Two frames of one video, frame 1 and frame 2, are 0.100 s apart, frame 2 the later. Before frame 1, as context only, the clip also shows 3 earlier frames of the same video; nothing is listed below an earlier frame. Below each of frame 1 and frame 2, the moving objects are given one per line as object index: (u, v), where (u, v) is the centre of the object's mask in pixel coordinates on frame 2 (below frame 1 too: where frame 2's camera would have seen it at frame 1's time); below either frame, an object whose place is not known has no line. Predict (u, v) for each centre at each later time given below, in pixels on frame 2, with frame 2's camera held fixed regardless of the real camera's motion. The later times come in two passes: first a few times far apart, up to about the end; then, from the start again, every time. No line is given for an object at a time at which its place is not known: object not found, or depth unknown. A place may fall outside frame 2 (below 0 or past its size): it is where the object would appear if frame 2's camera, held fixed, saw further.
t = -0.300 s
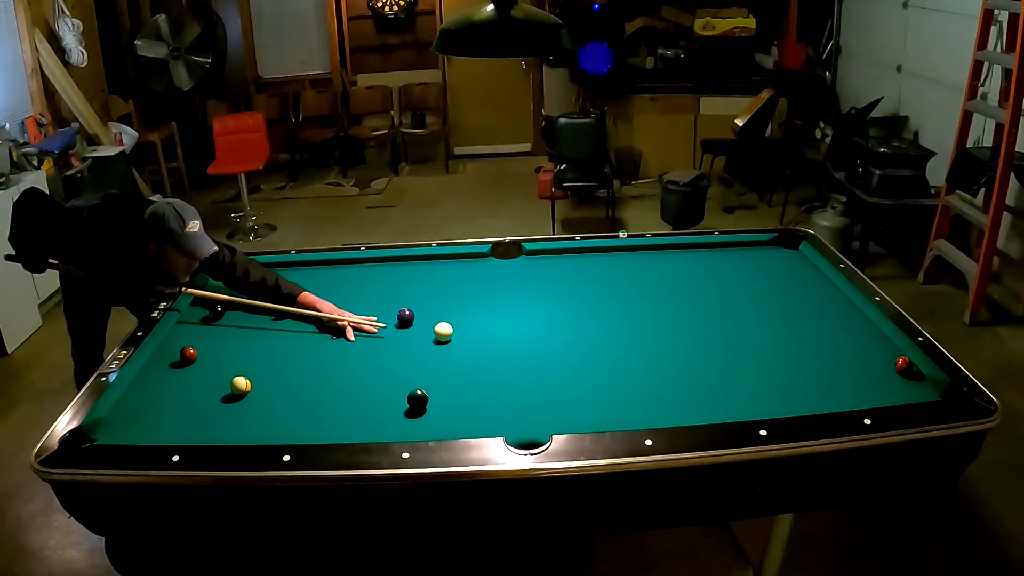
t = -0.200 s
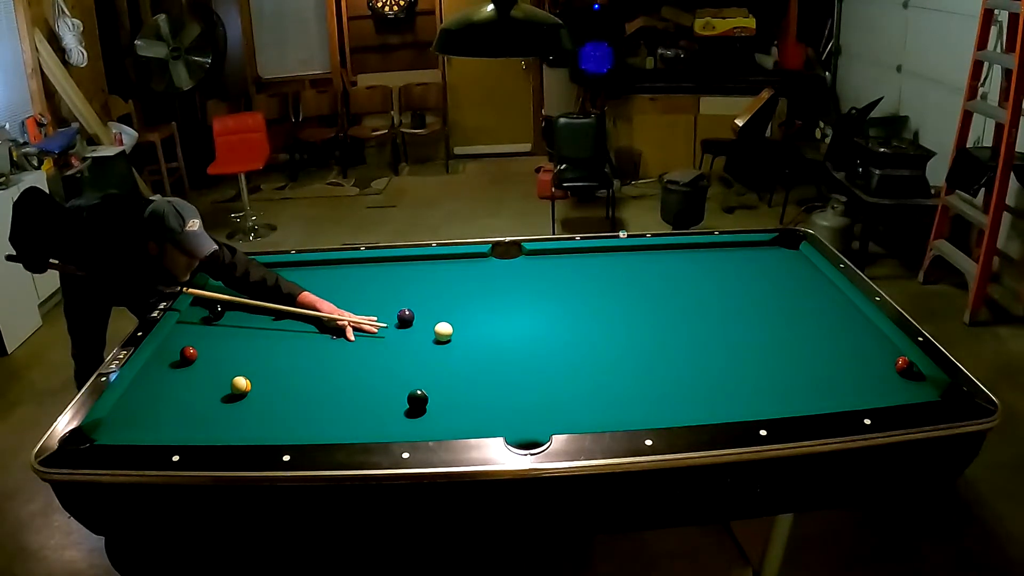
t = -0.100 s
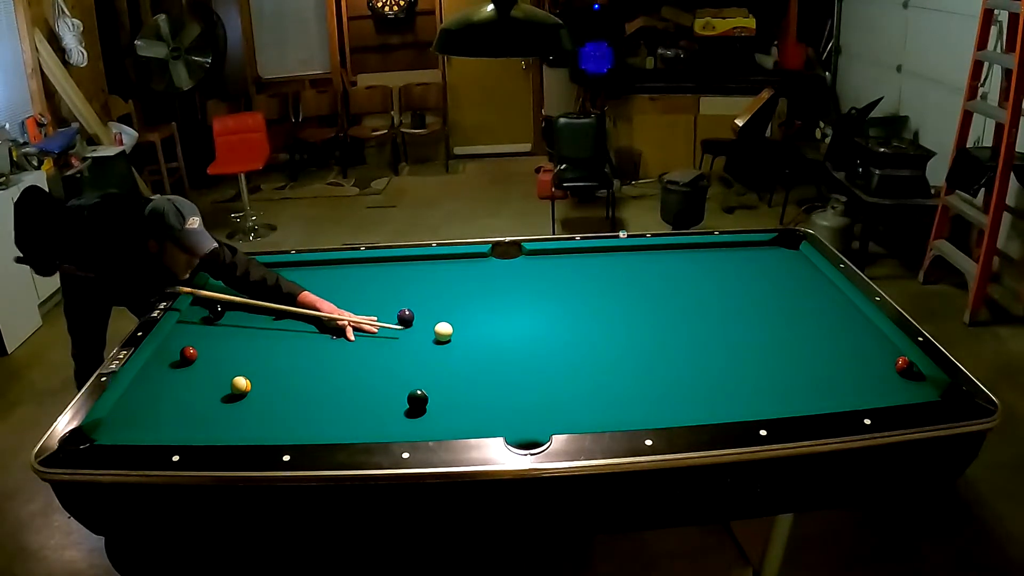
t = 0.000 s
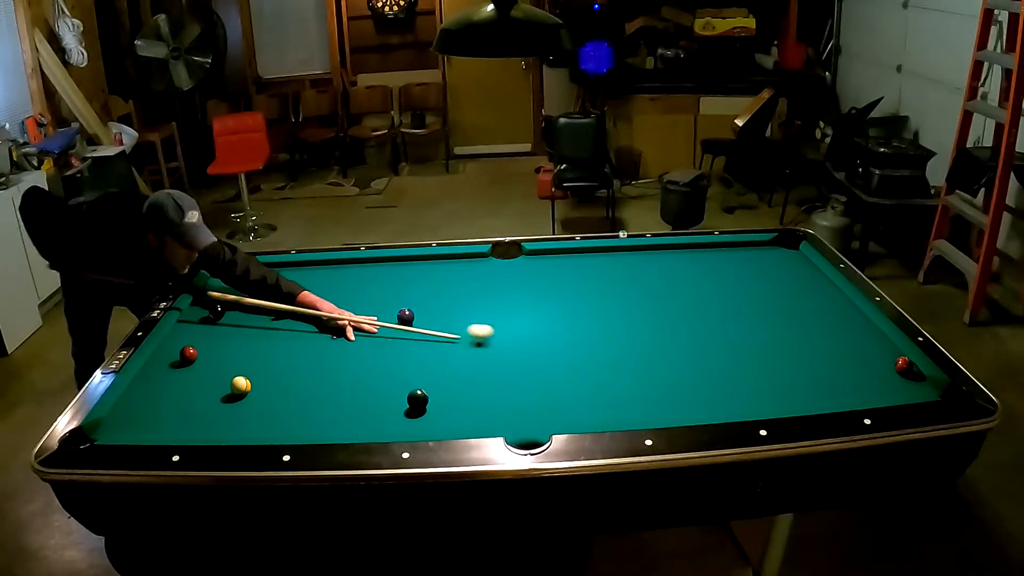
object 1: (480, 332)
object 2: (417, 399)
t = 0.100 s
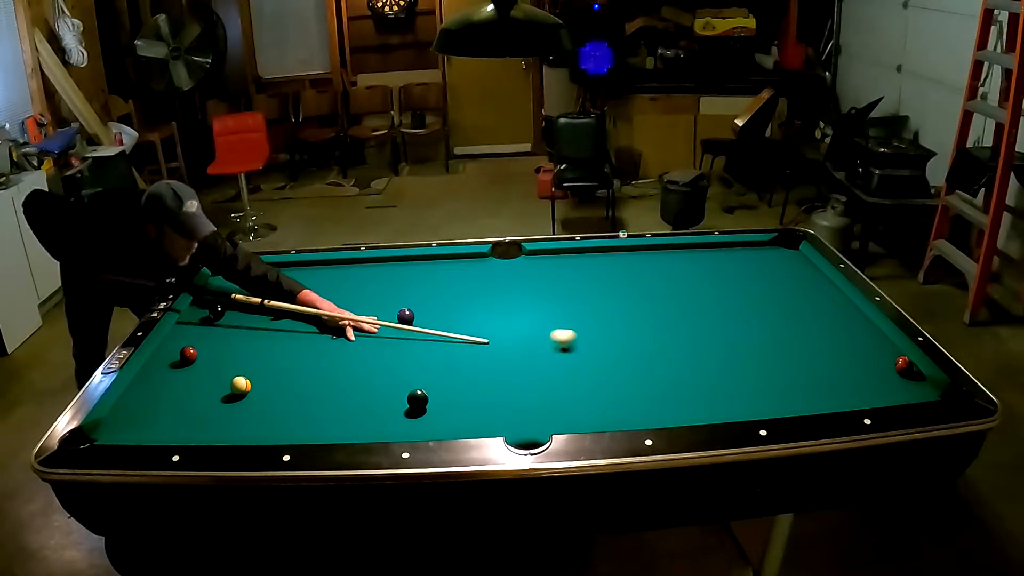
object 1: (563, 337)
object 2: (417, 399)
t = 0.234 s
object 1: (663, 343)
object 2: (417, 399)
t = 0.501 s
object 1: (818, 352)
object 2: (417, 399)
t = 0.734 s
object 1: (874, 360)
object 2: (417, 399)
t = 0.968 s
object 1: (816, 375)
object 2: (417, 399)
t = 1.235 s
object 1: (747, 392)
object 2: (417, 399)
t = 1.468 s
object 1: (682, 406)
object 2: (417, 399)
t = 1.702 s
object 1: (616, 410)
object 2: (417, 399)
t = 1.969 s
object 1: (547, 411)
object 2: (417, 399)
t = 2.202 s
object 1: (490, 408)
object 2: (417, 399)
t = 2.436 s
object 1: (436, 407)
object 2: (416, 399)
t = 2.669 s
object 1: (411, 415)
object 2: (397, 391)
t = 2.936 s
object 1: (384, 422)
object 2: (378, 384)
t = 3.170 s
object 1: (365, 424)
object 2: (363, 378)
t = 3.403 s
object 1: (353, 423)
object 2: (351, 373)
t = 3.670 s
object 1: (342, 422)
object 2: (338, 369)
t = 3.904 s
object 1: (335, 421)
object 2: (330, 366)
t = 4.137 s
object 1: (331, 419)
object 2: (323, 364)
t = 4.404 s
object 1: (329, 418)
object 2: (318, 362)
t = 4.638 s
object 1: (330, 418)
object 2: (315, 360)
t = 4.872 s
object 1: (330, 418)
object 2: (315, 359)
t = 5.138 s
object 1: (330, 418)
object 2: (315, 359)
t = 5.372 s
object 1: (330, 418)
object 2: (315, 360)
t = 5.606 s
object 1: (330, 418)
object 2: (315, 360)
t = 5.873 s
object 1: (330, 418)
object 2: (315, 360)
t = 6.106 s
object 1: (330, 418)
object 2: (315, 360)
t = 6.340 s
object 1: (330, 417)
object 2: (315, 360)
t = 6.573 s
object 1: (330, 418)
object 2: (315, 360)
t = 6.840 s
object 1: (330, 417)
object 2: (315, 360)
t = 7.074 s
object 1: (330, 417)
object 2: (315, 360)
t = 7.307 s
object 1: (330, 417)
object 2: (315, 360)
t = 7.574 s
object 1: (330, 417)
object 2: (315, 360)
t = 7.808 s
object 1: (330, 417)
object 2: (315, 360)
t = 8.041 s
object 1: (330, 418)
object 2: (315, 360)
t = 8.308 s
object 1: (330, 418)
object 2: (315, 360)
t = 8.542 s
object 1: (330, 418)
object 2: (315, 360)
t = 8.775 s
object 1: (330, 417)
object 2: (315, 360)
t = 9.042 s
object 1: (330, 417)
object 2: (315, 360)
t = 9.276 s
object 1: (330, 417)
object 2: (315, 360)
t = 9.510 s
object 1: (330, 417)
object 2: (315, 360)
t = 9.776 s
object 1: (330, 417)
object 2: (315, 359)
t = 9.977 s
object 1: (330, 417)
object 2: (315, 359)
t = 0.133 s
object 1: (589, 339)
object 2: (417, 399)
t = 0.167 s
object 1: (615, 341)
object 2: (417, 399)
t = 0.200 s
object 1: (639, 342)
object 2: (417, 399)
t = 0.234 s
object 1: (663, 343)
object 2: (417, 399)
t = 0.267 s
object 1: (685, 345)
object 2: (417, 399)
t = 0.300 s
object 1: (707, 346)
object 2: (417, 399)
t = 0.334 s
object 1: (728, 347)
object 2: (417, 399)
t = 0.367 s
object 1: (747, 348)
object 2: (417, 399)
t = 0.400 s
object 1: (765, 349)
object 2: (417, 399)
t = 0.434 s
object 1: (783, 350)
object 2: (417, 399)
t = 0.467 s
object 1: (801, 351)
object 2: (417, 399)
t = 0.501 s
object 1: (818, 352)
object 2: (417, 399)
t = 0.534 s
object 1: (836, 353)
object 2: (417, 399)
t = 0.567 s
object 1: (853, 354)
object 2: (417, 399)
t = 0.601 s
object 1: (870, 354)
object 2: (417, 399)
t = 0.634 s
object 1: (887, 356)
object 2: (417, 399)
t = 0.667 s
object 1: (893, 355)
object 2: (417, 399)
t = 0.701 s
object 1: (884, 358)
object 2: (417, 399)
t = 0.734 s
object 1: (874, 360)
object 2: (417, 399)
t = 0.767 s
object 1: (865, 362)
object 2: (417, 399)
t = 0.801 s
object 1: (857, 364)
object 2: (417, 399)
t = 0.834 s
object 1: (849, 366)
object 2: (417, 399)
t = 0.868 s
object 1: (841, 368)
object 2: (417, 399)
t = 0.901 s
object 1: (833, 370)
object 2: (417, 399)
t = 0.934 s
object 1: (825, 373)
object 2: (417, 399)
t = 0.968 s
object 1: (816, 375)
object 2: (417, 399)
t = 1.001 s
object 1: (808, 377)
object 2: (417, 399)
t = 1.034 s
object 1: (800, 379)
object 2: (417, 399)
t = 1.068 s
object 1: (791, 381)
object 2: (417, 399)
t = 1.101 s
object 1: (782, 383)
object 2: (417, 399)
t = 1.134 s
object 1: (773, 385)
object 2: (417, 399)
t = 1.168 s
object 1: (765, 388)
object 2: (417, 399)
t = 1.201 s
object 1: (756, 390)
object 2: (417, 399)
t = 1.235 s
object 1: (747, 392)
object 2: (417, 399)
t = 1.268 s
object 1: (738, 394)
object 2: (417, 399)
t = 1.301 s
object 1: (729, 397)
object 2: (417, 399)
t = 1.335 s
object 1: (719, 399)
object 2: (417, 399)
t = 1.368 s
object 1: (710, 401)
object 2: (417, 399)
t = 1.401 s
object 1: (701, 403)
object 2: (417, 399)
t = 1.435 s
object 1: (691, 404)
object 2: (417, 399)
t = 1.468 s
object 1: (682, 406)
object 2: (417, 399)
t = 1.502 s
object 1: (672, 407)
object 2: (417, 399)
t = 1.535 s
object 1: (662, 409)
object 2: (417, 399)
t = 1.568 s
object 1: (653, 410)
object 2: (417, 399)
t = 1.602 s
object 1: (644, 410)
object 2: (417, 399)
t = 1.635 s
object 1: (635, 410)
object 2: (417, 399)
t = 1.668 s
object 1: (625, 410)
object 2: (417, 399)
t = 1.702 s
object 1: (616, 410)
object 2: (417, 399)
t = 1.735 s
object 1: (608, 410)
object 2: (417, 399)
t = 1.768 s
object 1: (599, 410)
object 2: (417, 399)
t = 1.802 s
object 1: (590, 411)
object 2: (417, 399)
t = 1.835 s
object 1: (581, 411)
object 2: (417, 399)
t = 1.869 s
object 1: (573, 411)
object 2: (417, 399)
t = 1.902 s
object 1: (564, 411)
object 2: (417, 399)
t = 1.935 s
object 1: (556, 411)
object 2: (417, 399)
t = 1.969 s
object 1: (547, 411)
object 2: (417, 399)
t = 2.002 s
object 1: (539, 410)
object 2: (417, 399)
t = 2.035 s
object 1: (530, 410)
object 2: (417, 399)
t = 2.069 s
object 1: (522, 410)
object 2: (417, 399)
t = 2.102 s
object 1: (514, 409)
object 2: (417, 399)
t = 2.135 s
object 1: (506, 409)
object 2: (417, 399)
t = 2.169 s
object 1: (497, 409)
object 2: (417, 399)
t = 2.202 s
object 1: (490, 408)
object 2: (417, 399)
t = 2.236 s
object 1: (482, 408)
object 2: (417, 399)
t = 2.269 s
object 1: (474, 408)
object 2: (417, 399)
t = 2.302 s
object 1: (466, 407)
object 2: (417, 399)
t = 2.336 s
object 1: (458, 407)
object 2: (417, 399)
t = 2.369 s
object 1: (451, 407)
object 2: (417, 399)
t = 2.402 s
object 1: (444, 407)
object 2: (417, 399)
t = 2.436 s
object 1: (436, 407)
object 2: (416, 399)
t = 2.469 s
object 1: (432, 408)
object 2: (414, 398)
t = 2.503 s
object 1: (428, 409)
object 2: (411, 397)
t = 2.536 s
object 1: (424, 410)
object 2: (408, 395)
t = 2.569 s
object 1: (421, 411)
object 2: (406, 394)
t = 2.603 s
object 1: (417, 412)
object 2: (403, 393)
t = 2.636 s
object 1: (414, 413)
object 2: (400, 392)
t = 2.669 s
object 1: (411, 415)
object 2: (397, 391)
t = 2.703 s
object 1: (407, 415)
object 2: (394, 390)
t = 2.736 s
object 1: (403, 418)
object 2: (392, 389)
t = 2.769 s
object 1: (400, 418)
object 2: (389, 388)
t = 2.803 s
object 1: (397, 419)
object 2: (387, 387)
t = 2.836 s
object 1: (393, 420)
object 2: (385, 386)
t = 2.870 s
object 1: (390, 421)
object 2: (382, 385)
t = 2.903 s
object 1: (387, 421)
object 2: (380, 384)
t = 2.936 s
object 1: (384, 422)
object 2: (378, 384)
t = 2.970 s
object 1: (381, 423)
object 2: (375, 383)
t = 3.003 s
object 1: (377, 423)
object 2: (373, 382)
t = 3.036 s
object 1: (374, 424)
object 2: (371, 381)
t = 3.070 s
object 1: (372, 424)
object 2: (369, 380)
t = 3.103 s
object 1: (369, 424)
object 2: (367, 379)
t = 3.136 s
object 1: (367, 424)
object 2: (365, 379)
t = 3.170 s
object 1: (365, 424)
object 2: (363, 378)
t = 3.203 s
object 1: (363, 424)
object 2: (361, 377)
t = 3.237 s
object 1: (362, 423)
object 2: (359, 376)
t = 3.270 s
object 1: (360, 423)
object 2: (358, 376)
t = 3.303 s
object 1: (358, 423)
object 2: (356, 375)
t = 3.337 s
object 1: (356, 423)
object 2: (354, 374)
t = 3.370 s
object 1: (355, 423)
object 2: (352, 374)
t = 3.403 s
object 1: (353, 423)
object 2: (351, 373)
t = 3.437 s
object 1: (351, 422)
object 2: (349, 373)
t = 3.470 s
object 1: (350, 422)
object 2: (347, 372)
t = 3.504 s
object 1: (348, 422)
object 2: (346, 371)
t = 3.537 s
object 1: (347, 422)
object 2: (344, 371)
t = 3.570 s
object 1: (346, 422)
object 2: (343, 370)
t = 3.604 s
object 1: (344, 422)
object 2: (341, 370)
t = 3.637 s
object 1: (343, 422)
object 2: (340, 369)
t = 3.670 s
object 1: (342, 422)
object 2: (338, 369)
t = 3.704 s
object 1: (341, 421)
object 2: (337, 369)
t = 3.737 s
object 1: (340, 421)
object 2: (336, 368)
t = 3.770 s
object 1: (339, 421)
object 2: (334, 367)
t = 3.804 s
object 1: (338, 421)
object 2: (333, 367)
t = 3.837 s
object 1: (337, 421)
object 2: (332, 367)
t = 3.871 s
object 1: (336, 421)
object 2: (331, 366)
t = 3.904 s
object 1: (335, 421)
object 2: (330, 366)
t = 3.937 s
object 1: (334, 421)
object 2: (329, 365)
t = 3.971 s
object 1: (334, 420)
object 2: (328, 365)
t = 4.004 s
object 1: (333, 420)
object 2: (327, 365)
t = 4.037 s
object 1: (332, 420)
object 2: (326, 365)
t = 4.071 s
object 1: (332, 419)
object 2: (325, 364)
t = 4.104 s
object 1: (331, 419)
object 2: (324, 364)
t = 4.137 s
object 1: (331, 419)
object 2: (323, 364)
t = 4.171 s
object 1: (331, 419)
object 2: (322, 364)
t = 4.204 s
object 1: (330, 419)
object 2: (321, 363)
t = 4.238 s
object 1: (330, 418)
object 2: (321, 363)
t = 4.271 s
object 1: (330, 418)
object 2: (320, 363)
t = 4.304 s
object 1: (330, 418)
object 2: (319, 362)
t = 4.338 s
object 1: (329, 418)
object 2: (319, 362)
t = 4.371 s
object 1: (329, 418)
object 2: (318, 362)
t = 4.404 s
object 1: (329, 418)
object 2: (318, 362)
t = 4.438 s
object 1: (329, 418)
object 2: (317, 362)
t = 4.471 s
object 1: (329, 418)
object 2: (317, 361)
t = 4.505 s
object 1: (329, 418)
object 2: (316, 361)
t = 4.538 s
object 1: (330, 418)
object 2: (316, 361)
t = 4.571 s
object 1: (329, 418)
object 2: (316, 361)
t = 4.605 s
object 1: (330, 418)
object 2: (316, 361)
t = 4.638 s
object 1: (330, 418)
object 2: (315, 360)
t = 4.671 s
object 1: (330, 418)
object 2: (315, 360)
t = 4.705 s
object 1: (330, 418)
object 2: (315, 360)
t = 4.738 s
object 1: (330, 418)
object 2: (315, 360)
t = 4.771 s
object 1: (330, 418)
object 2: (315, 360)
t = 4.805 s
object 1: (330, 418)
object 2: (315, 360)
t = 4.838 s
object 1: (330, 418)
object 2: (315, 359)
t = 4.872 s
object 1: (330, 418)
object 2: (315, 359)
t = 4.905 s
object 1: (330, 418)
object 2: (315, 359)
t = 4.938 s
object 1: (329, 418)
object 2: (315, 359)
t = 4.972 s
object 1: (330, 418)
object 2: (315, 359)
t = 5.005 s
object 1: (330, 418)
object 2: (315, 359)
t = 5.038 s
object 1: (330, 418)
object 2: (315, 359)
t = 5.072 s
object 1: (330, 418)
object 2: (315, 359)
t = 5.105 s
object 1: (330, 418)
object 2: (315, 359)
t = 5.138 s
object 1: (330, 418)
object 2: (315, 359)
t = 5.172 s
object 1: (330, 418)
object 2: (315, 359)
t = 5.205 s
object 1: (330, 418)
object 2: (315, 360)
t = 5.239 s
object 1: (329, 418)
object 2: (315, 360)
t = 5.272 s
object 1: (329, 418)
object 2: (315, 360)
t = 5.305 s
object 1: (330, 418)
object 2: (315, 360)
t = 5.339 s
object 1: (330, 418)
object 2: (315, 360)
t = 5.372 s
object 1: (330, 418)
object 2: (315, 360)
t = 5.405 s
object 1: (330, 418)
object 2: (315, 360)
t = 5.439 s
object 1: (330, 418)
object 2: (315, 360)
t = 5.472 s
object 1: (330, 418)
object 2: (315, 360)
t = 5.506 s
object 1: (330, 418)
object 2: (315, 360)
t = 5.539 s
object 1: (330, 418)
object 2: (315, 360)
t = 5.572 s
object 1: (330, 418)
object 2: (315, 360)
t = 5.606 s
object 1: (330, 418)
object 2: (315, 360)
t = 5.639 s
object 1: (330, 418)
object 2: (315, 360)
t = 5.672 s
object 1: (330, 418)
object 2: (315, 360)
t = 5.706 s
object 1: (330, 418)
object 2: (315, 360)
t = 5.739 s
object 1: (330, 418)
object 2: (315, 360)
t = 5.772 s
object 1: (330, 418)
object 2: (315, 360)
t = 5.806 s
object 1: (330, 418)
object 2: (315, 360)
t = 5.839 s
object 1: (330, 418)
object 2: (315, 360)
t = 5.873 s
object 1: (330, 418)
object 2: (315, 360)
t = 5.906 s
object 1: (330, 418)
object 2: (315, 360)
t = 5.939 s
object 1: (330, 418)
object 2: (315, 360)
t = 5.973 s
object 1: (330, 418)
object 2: (315, 360)
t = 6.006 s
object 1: (330, 418)
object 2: (315, 360)
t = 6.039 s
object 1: (330, 418)
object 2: (315, 360)
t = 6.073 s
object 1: (330, 418)
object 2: (315, 360)
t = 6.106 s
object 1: (330, 418)
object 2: (315, 360)
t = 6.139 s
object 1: (330, 418)
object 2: (315, 360)
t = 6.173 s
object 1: (330, 418)
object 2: (315, 360)
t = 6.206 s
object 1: (330, 417)
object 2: (315, 360)
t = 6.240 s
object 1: (330, 417)
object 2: (315, 360)
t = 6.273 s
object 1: (330, 418)
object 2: (315, 360)
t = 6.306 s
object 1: (330, 418)
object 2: (315, 360)
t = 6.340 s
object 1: (330, 417)
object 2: (315, 360)
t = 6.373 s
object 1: (330, 418)
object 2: (315, 360)
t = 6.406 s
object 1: (330, 418)
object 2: (315, 360)
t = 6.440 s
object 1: (330, 418)
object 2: (315, 360)
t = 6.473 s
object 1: (330, 418)
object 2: (315, 360)
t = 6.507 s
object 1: (330, 418)
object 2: (315, 360)
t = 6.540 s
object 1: (330, 418)
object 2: (315, 360)
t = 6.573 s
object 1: (330, 418)
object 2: (315, 360)
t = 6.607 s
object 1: (330, 418)
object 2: (315, 360)
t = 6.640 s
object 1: (330, 418)
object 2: (315, 360)
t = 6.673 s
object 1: (330, 418)
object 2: (315, 360)
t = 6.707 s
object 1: (330, 418)
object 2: (315, 360)
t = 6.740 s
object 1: (330, 418)
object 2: (315, 360)
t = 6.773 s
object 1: (330, 418)
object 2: (315, 360)
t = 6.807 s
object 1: (330, 417)
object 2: (315, 360)
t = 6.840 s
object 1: (330, 417)
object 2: (315, 360)
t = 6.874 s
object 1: (330, 418)
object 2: (315, 360)
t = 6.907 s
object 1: (330, 417)
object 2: (315, 360)
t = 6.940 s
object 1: (330, 417)
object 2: (315, 360)
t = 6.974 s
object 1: (330, 417)
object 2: (315, 360)
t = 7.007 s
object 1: (330, 417)
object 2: (315, 360)
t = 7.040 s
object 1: (330, 417)
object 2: (315, 360)
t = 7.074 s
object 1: (330, 417)
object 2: (315, 360)
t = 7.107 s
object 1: (330, 417)
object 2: (315, 360)
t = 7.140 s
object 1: (330, 417)
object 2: (315, 360)
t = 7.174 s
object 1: (330, 417)
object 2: (315, 360)
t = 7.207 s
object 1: (330, 417)
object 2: (315, 360)
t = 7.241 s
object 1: (330, 417)
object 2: (315, 360)
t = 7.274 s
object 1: (330, 417)
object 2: (315, 360)
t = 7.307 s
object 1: (330, 417)
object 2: (315, 360)
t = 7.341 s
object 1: (330, 417)
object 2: (315, 360)
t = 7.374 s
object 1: (330, 417)
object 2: (315, 360)
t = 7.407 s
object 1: (330, 417)
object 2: (315, 360)
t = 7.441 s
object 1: (330, 417)
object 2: (315, 360)
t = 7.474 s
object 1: (330, 417)
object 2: (315, 360)
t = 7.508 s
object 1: (330, 417)
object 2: (315, 360)
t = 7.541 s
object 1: (330, 417)
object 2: (315, 360)
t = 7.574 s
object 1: (330, 417)
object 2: (315, 360)
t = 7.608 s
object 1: (330, 417)
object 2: (315, 360)
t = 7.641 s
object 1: (330, 418)
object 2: (315, 360)
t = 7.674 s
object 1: (330, 417)
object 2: (315, 360)
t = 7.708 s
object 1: (330, 417)
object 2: (315, 360)
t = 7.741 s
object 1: (330, 417)
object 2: (315, 360)
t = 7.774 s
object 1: (330, 418)
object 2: (315, 360)
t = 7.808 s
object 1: (330, 417)
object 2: (315, 360)
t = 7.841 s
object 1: (330, 418)
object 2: (315, 360)
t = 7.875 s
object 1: (330, 418)
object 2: (315, 360)
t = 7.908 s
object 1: (330, 418)
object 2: (315, 360)
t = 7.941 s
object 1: (330, 418)
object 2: (315, 360)
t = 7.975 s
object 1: (330, 418)
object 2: (315, 360)
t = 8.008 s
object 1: (330, 418)
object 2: (315, 360)
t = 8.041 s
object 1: (330, 418)
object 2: (315, 360)
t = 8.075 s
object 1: (330, 417)
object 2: (315, 360)
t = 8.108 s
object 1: (330, 417)
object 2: (315, 360)
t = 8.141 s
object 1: (330, 417)
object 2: (315, 360)
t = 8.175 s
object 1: (330, 417)
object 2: (315, 360)
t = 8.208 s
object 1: (330, 417)
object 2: (315, 360)
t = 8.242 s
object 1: (330, 418)
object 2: (315, 360)
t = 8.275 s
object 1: (330, 418)
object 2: (315, 360)
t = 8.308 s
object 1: (330, 418)
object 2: (315, 360)
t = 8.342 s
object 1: (330, 418)
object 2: (315, 360)
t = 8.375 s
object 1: (330, 418)
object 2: (315, 360)
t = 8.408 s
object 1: (330, 418)
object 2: (315, 360)
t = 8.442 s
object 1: (330, 418)
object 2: (315, 360)
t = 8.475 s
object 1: (330, 418)
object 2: (315, 360)
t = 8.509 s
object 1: (330, 418)
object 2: (315, 360)
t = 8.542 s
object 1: (330, 418)
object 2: (315, 360)
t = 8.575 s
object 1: (330, 418)
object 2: (315, 360)
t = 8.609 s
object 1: (330, 417)
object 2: (315, 360)
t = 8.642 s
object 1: (330, 417)
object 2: (315, 360)
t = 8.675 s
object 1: (330, 417)
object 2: (315, 360)
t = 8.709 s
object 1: (330, 417)
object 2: (315, 360)
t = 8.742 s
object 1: (330, 417)
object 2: (315, 360)
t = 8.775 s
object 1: (330, 417)
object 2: (315, 360)
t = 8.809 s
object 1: (330, 417)
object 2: (315, 360)
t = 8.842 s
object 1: (330, 417)
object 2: (315, 360)
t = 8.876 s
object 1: (330, 417)
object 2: (315, 360)
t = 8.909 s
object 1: (330, 417)
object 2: (315, 360)
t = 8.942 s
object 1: (330, 417)
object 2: (315, 360)
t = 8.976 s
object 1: (330, 417)
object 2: (315, 360)
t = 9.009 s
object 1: (330, 417)
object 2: (315, 360)
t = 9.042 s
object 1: (330, 417)
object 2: (315, 360)
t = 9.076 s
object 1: (330, 417)
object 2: (315, 360)
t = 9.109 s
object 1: (330, 417)
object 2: (315, 360)
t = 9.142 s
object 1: (330, 417)
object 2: (315, 360)
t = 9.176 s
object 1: (330, 417)
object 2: (315, 360)
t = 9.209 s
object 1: (330, 417)
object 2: (315, 360)
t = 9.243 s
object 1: (330, 417)
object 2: (315, 360)
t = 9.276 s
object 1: (330, 417)
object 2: (315, 360)
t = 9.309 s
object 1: (330, 417)
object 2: (315, 360)
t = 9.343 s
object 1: (330, 417)
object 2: (315, 360)
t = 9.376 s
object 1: (330, 417)
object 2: (315, 360)
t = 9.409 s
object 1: (330, 417)
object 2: (315, 360)
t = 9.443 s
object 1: (330, 417)
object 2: (315, 360)
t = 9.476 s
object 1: (330, 417)
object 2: (315, 360)
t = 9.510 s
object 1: (330, 417)
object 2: (315, 360)
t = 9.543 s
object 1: (330, 417)
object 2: (315, 360)
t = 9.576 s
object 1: (330, 417)
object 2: (315, 360)
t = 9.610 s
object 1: (330, 417)
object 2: (315, 360)
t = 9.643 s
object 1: (330, 417)
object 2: (315, 359)
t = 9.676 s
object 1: (330, 417)
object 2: (315, 360)
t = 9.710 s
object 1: (330, 417)
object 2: (315, 359)
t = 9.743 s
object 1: (330, 417)
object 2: (315, 359)
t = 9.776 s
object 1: (330, 417)
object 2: (315, 359)
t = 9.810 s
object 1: (330, 417)
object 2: (315, 359)
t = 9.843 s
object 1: (330, 417)
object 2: (315, 359)
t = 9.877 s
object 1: (330, 417)
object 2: (315, 359)
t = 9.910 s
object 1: (330, 418)
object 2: (315, 360)
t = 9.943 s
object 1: (330, 417)
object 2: (315, 359)
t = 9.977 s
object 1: (330, 417)
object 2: (315, 359)
